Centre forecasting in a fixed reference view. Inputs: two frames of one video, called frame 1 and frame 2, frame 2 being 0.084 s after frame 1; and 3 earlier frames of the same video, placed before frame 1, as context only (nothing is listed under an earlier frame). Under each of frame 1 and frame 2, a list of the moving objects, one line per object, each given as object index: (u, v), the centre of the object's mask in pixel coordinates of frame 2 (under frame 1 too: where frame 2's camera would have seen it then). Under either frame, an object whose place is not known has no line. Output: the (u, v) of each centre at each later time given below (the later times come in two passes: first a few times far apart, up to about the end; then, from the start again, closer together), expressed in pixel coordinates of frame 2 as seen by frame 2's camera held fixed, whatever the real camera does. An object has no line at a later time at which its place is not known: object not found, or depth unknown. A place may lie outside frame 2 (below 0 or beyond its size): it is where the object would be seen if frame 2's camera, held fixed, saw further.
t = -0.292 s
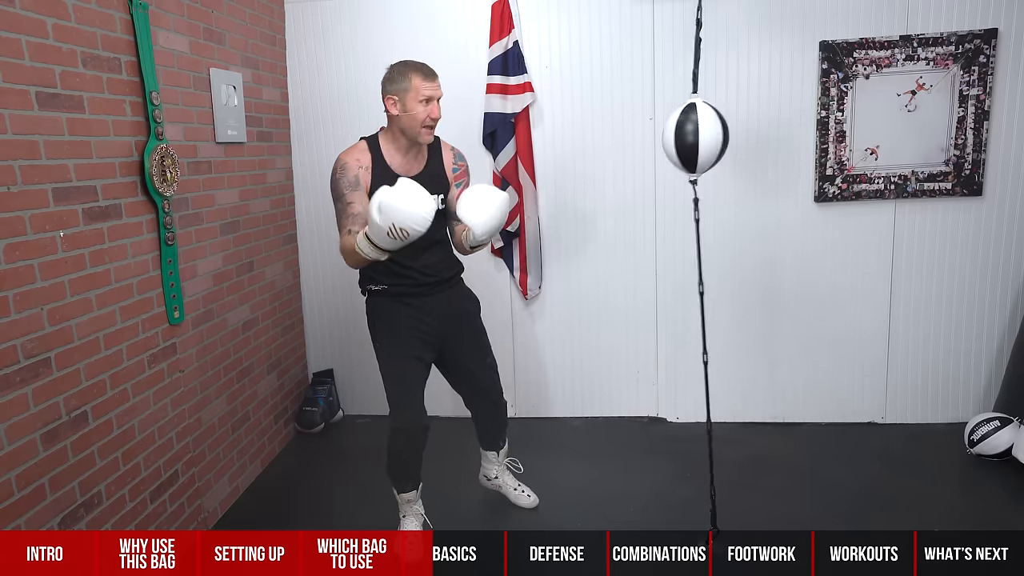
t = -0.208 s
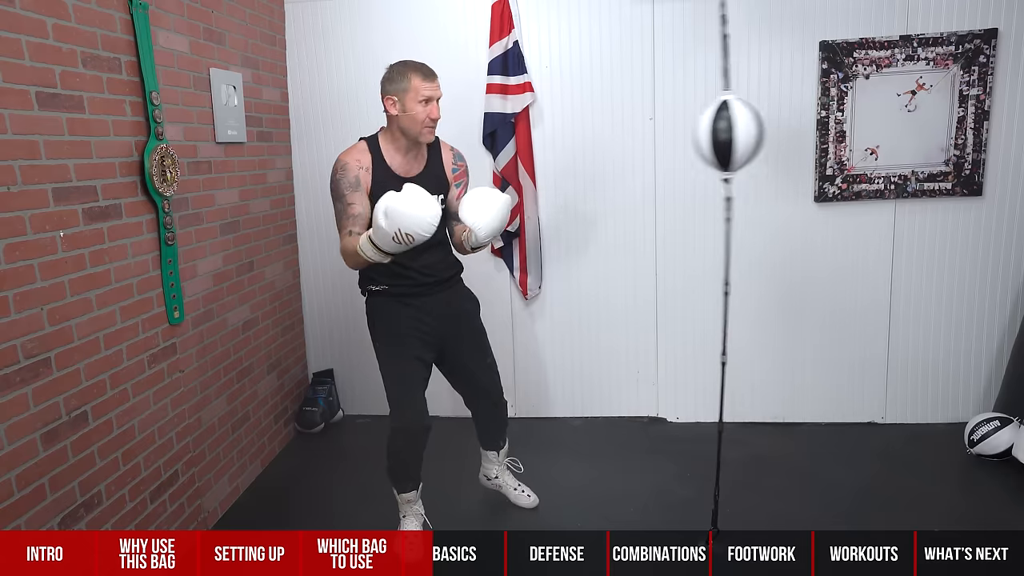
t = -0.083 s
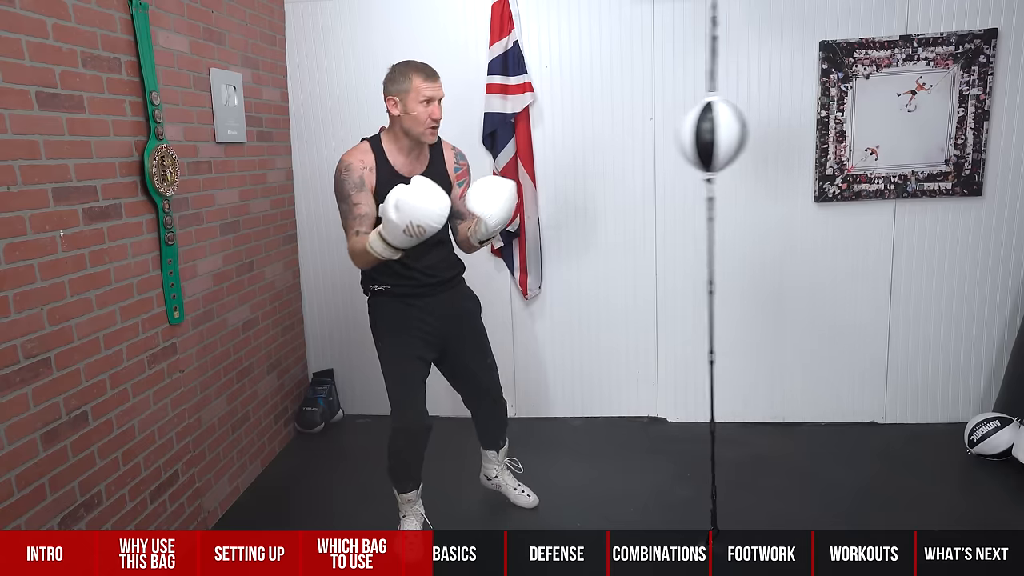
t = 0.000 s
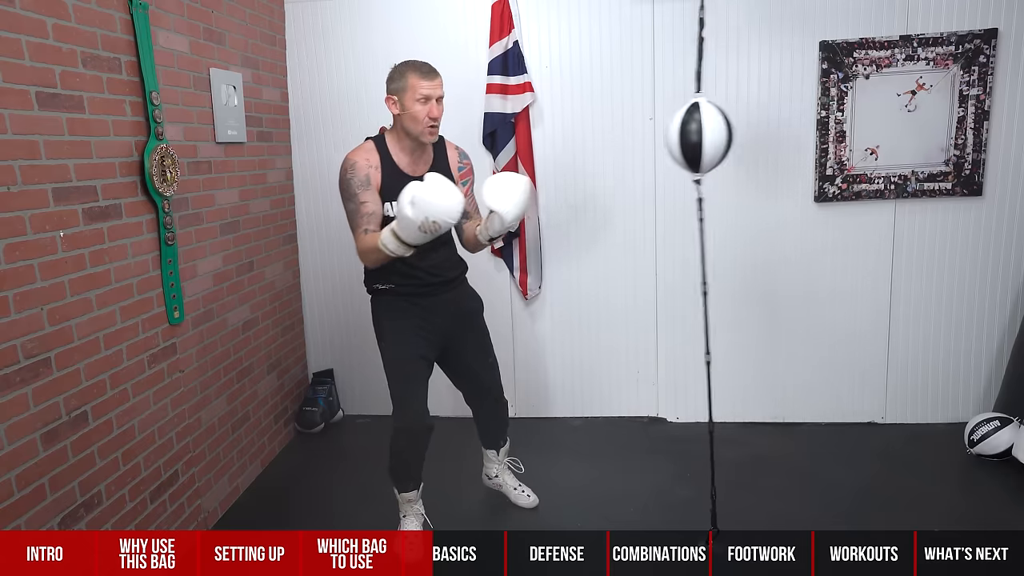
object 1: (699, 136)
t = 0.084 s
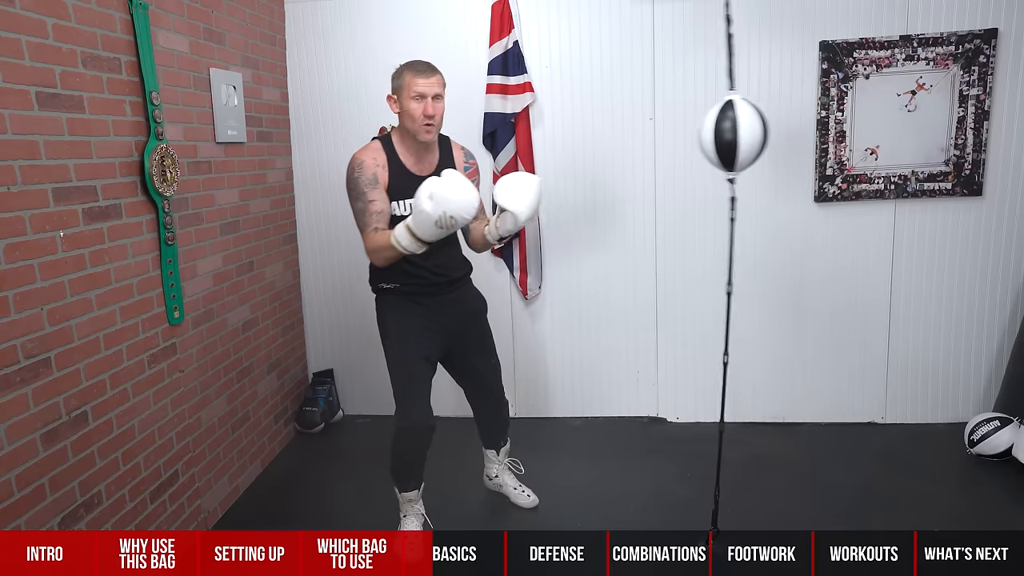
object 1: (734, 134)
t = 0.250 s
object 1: (698, 137)
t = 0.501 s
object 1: (702, 137)
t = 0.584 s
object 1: (711, 135)
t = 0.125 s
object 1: (737, 134)
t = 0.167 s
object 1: (725, 134)
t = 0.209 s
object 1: (706, 135)
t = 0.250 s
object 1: (698, 137)
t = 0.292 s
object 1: (704, 135)
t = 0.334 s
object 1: (722, 134)
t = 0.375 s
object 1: (736, 135)
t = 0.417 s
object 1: (733, 134)
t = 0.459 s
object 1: (717, 135)
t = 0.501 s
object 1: (702, 137)
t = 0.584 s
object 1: (711, 135)
